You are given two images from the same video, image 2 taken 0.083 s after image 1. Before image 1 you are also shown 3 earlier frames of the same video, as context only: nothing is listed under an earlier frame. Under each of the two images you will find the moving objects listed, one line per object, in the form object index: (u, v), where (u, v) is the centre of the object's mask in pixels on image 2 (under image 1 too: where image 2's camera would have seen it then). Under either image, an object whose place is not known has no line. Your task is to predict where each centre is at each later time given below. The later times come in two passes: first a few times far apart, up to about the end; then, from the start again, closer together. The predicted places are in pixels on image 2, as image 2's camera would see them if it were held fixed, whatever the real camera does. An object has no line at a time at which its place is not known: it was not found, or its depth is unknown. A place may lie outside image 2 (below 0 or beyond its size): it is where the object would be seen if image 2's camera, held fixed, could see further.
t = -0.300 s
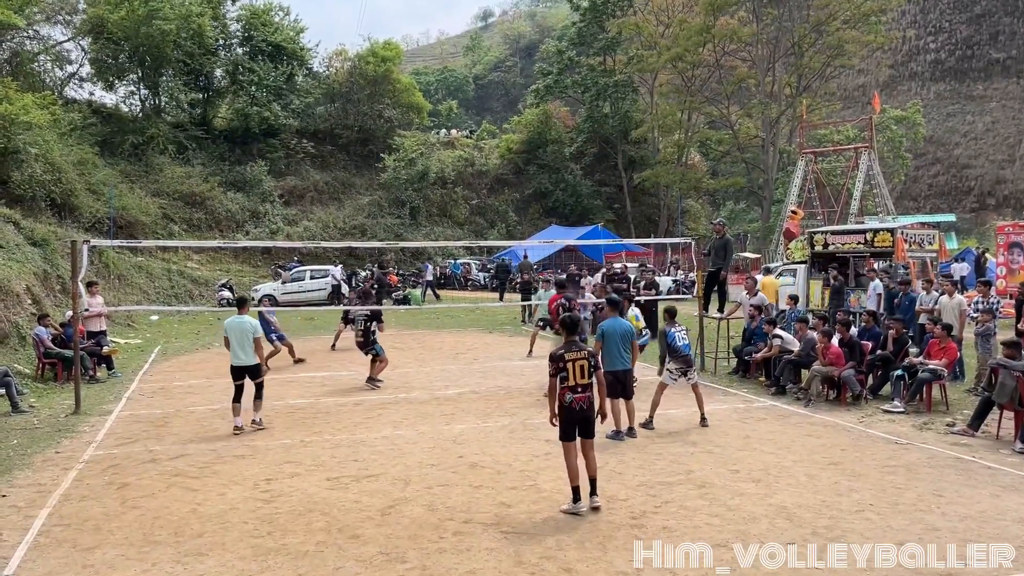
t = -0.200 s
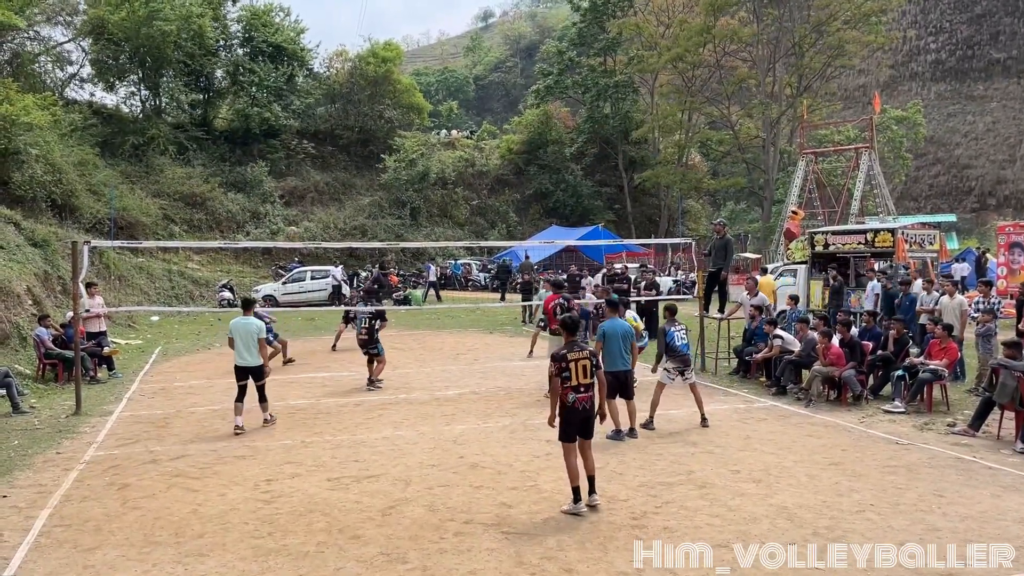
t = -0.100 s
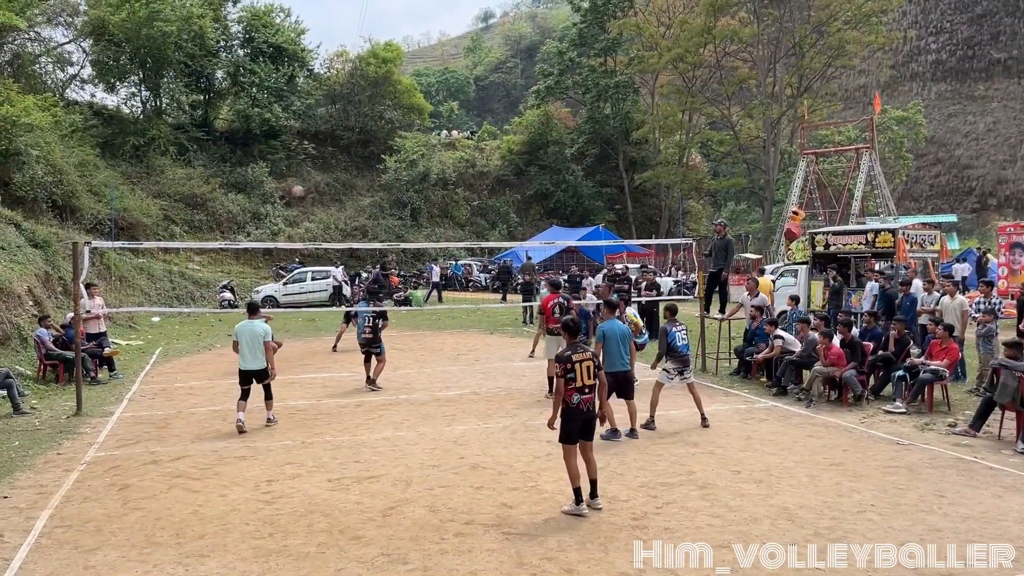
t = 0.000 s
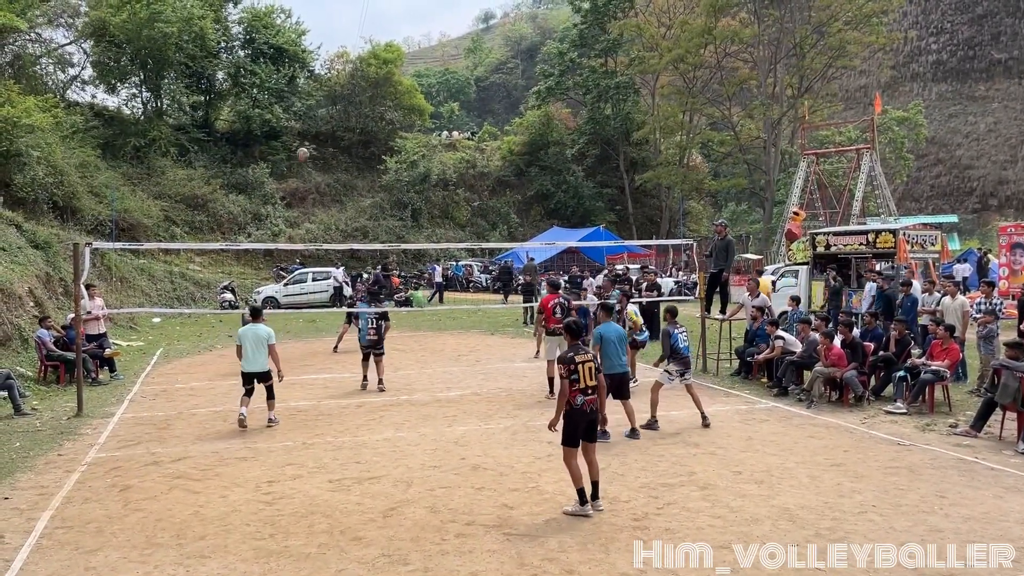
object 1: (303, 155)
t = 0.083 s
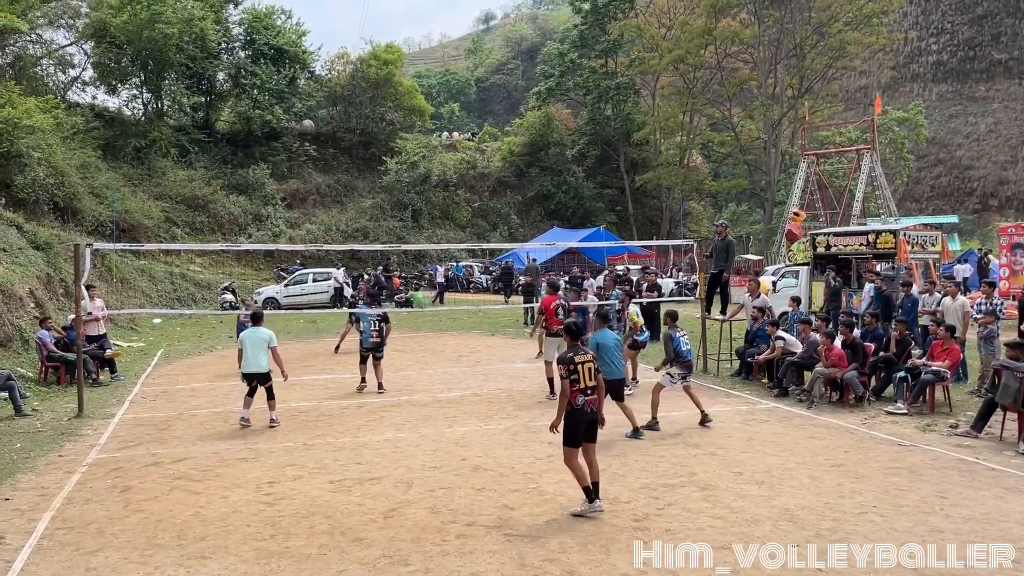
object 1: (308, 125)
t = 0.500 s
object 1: (326, 28)
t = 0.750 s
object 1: (340, 16)
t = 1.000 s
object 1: (359, 51)
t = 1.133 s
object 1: (372, 90)
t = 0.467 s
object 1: (325, 33)
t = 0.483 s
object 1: (326, 30)
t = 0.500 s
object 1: (326, 28)
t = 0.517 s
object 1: (327, 26)
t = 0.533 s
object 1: (328, 24)
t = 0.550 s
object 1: (329, 22)
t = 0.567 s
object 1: (330, 21)
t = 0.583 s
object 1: (331, 20)
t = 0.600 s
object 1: (332, 18)
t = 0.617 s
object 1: (333, 18)
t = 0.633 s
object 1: (334, 17)
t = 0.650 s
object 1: (335, 16)
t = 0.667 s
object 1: (336, 15)
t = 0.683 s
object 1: (337, 15)
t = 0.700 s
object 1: (338, 15)
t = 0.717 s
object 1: (339, 15)
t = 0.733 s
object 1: (340, 15)
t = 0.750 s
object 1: (340, 16)
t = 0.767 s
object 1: (342, 17)
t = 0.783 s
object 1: (343, 17)
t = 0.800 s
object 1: (344, 19)
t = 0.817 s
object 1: (345, 20)
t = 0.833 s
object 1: (346, 22)
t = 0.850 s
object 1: (347, 24)
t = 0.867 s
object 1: (348, 26)
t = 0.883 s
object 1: (350, 28)
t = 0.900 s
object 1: (351, 31)
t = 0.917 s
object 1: (352, 33)
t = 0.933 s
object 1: (353, 36)
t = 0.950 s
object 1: (355, 39)
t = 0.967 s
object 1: (356, 42)
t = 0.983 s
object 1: (358, 46)
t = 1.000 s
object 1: (359, 51)
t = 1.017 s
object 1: (361, 56)
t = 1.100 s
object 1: (368, 78)
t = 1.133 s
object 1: (372, 90)
